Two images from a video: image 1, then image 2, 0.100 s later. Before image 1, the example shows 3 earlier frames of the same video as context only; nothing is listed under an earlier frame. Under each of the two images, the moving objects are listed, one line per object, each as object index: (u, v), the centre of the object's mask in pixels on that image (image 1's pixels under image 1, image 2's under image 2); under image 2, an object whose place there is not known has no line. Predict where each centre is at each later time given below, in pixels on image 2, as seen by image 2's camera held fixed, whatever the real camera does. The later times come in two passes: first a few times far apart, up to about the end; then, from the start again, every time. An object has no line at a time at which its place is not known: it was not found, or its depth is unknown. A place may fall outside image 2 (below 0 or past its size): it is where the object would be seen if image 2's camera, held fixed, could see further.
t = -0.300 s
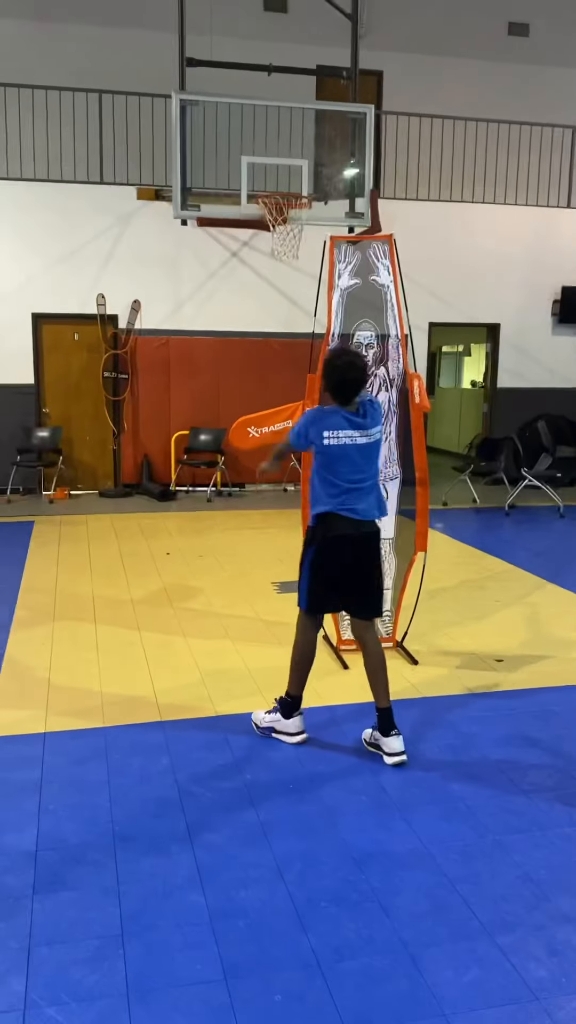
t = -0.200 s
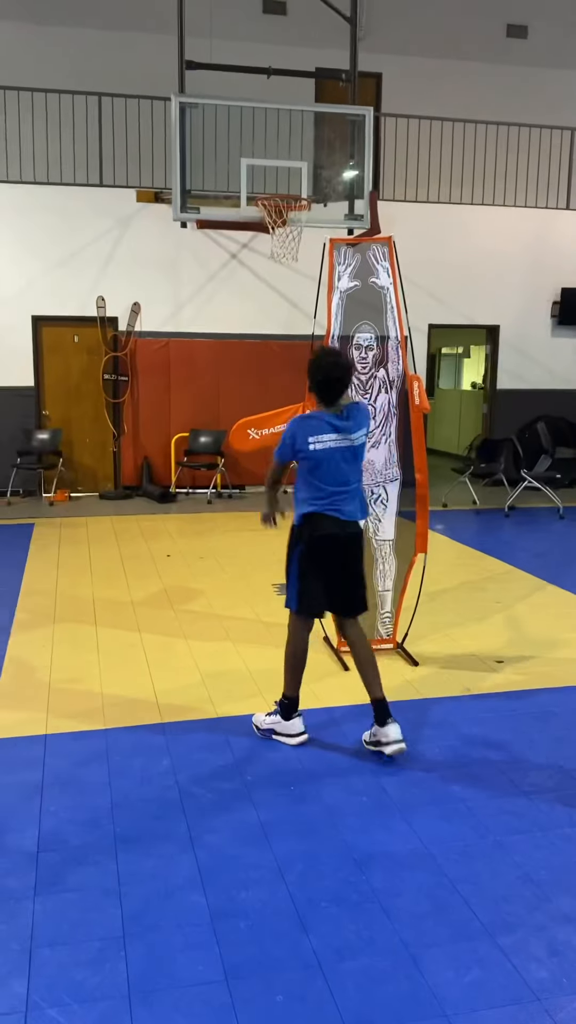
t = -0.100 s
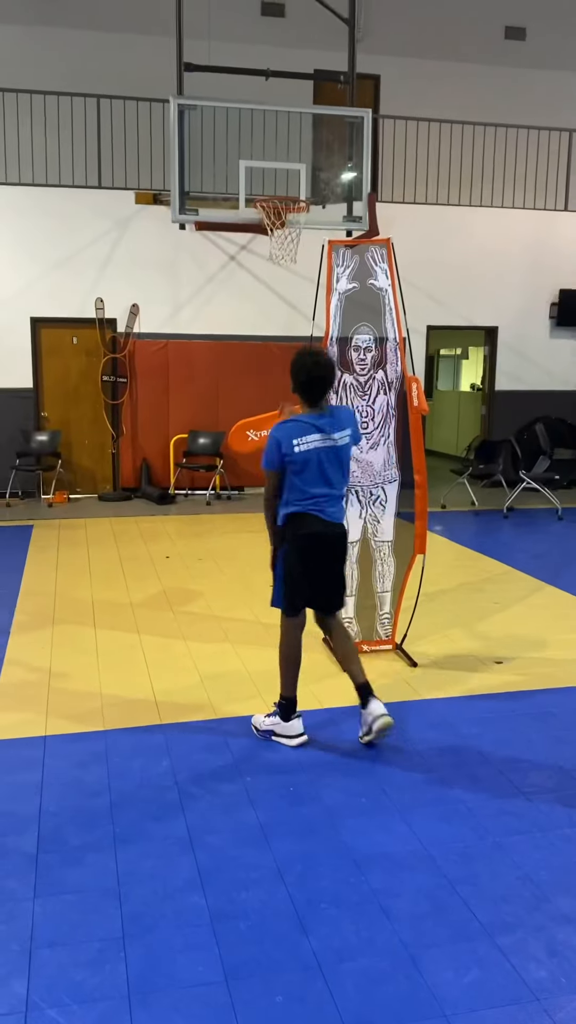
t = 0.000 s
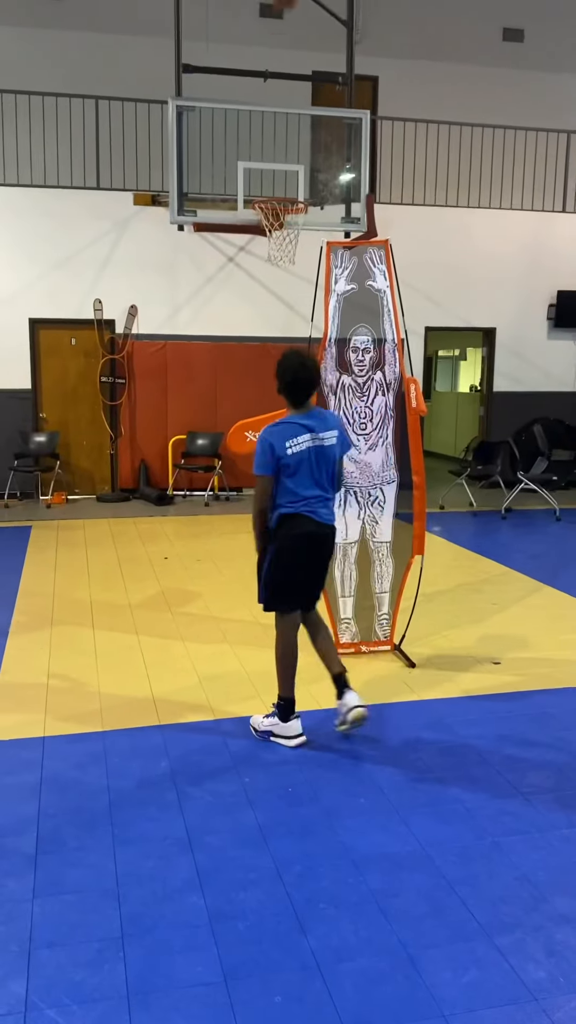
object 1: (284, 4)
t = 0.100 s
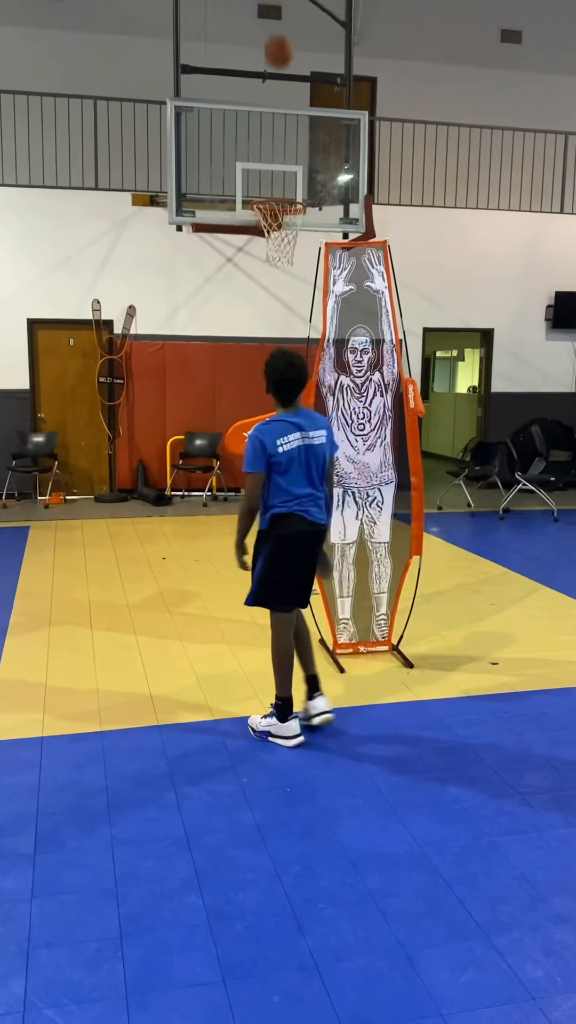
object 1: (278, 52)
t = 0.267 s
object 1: (273, 162)
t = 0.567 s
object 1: (294, 137)
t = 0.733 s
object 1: (311, 134)
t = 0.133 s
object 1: (277, 72)
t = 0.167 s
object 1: (276, 94)
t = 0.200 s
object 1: (275, 117)
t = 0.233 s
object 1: (275, 139)
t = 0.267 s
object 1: (273, 162)
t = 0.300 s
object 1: (272, 184)
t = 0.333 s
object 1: (273, 190)
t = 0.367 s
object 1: (276, 181)
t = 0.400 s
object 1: (279, 171)
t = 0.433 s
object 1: (281, 162)
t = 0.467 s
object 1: (285, 153)
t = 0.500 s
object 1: (288, 147)
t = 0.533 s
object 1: (291, 141)
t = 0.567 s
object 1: (294, 137)
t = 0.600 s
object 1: (297, 133)
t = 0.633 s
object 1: (300, 131)
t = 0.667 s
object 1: (304, 131)
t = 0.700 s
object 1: (308, 132)
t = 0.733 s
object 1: (311, 134)
